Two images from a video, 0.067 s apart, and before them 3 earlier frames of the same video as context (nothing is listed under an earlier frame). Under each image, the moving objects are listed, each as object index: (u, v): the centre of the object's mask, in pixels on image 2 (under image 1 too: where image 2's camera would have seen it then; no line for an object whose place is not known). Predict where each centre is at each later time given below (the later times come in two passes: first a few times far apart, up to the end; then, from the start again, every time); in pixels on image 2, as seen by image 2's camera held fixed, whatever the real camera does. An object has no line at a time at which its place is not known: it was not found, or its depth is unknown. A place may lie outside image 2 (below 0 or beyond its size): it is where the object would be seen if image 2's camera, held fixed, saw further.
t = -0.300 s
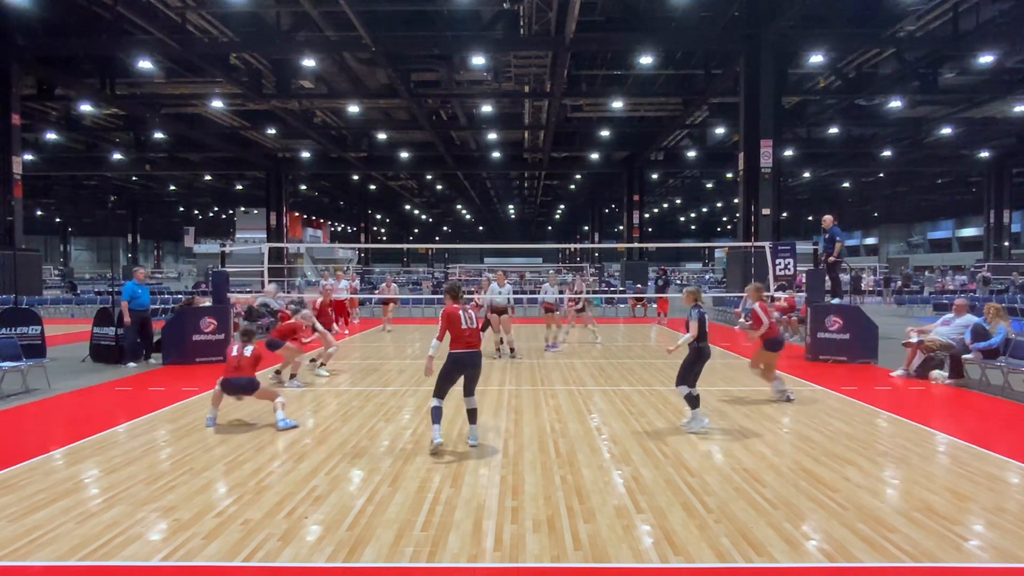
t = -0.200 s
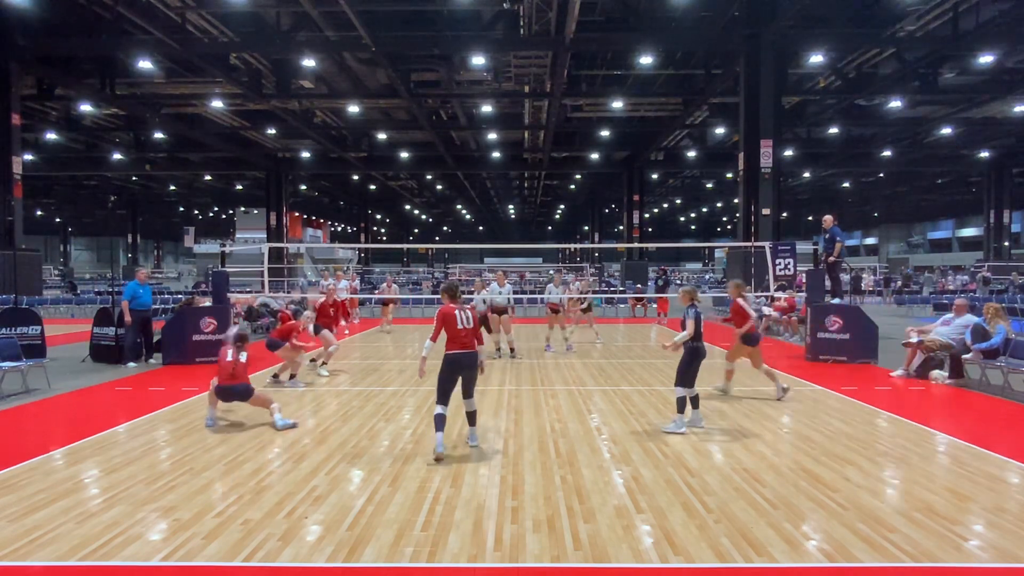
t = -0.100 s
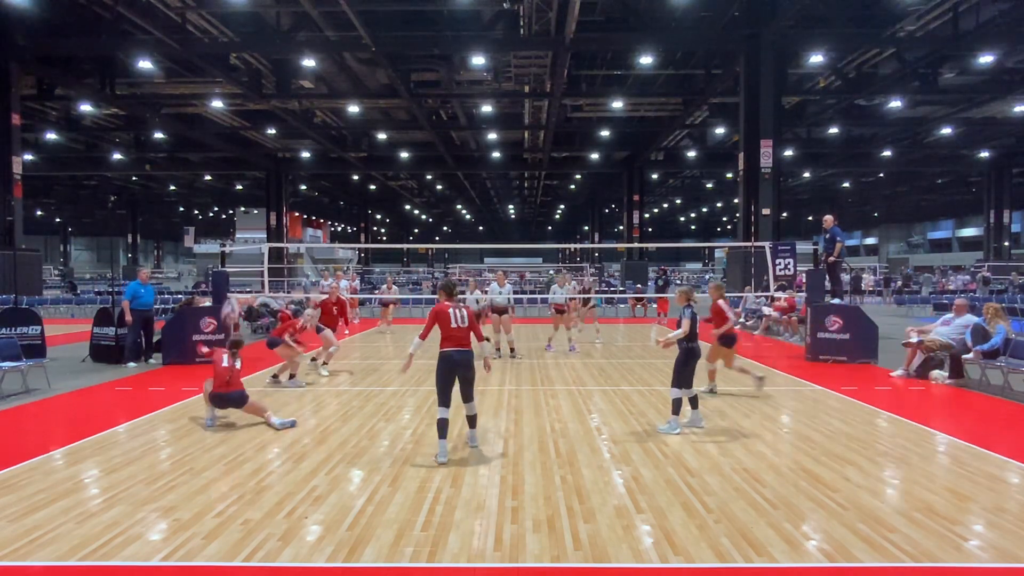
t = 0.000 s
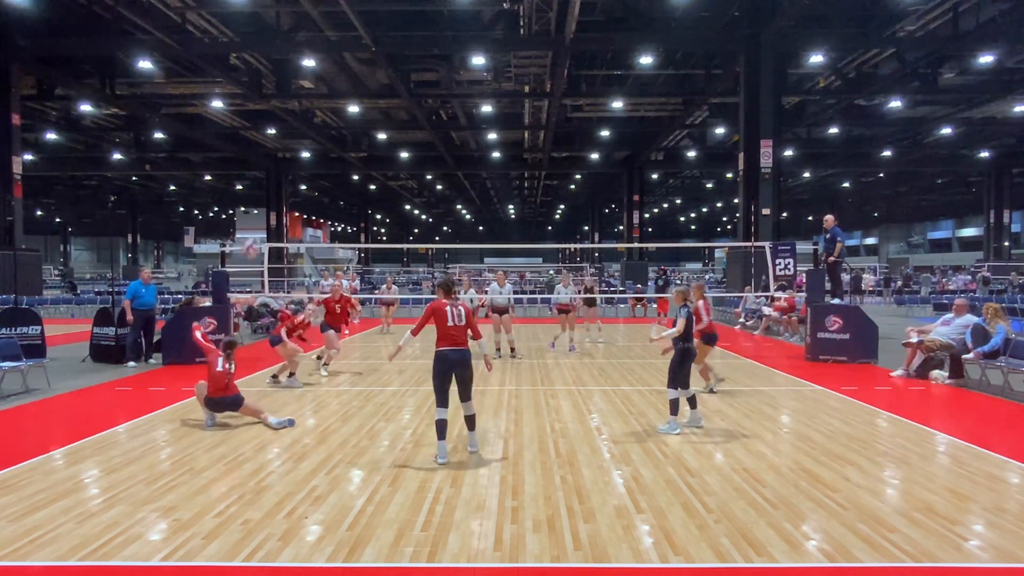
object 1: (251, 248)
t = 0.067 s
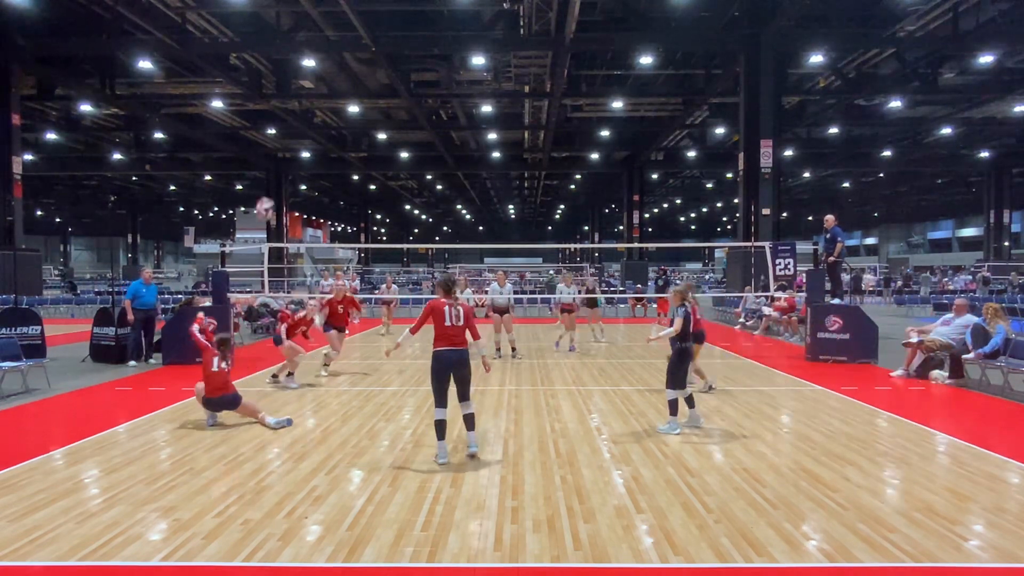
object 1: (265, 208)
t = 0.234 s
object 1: (297, 134)
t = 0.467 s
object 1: (341, 70)
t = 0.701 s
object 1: (382, 49)
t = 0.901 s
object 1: (416, 65)
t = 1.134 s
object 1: (452, 118)
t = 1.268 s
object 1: (473, 165)
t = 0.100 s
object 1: (271, 191)
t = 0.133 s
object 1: (278, 176)
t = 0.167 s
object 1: (284, 161)
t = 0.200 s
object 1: (291, 147)
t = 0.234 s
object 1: (297, 134)
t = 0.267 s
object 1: (303, 122)
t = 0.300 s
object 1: (309, 110)
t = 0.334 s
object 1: (316, 100)
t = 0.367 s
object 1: (322, 91)
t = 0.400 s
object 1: (328, 83)
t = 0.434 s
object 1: (334, 76)
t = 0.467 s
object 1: (341, 70)
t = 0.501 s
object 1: (346, 64)
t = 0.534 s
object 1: (352, 59)
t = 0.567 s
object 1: (359, 56)
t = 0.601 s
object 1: (364, 53)
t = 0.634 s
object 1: (370, 50)
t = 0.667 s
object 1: (376, 50)
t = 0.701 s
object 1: (382, 49)
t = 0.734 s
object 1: (388, 50)
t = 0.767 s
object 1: (393, 51)
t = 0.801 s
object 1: (399, 53)
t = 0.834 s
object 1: (405, 57)
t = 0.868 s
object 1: (410, 60)
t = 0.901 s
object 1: (416, 65)
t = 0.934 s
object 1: (420, 70)
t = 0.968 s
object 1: (427, 76)
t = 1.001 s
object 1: (432, 83)
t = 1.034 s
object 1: (437, 91)
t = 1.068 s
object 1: (442, 100)
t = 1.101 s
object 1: (448, 109)
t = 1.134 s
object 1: (452, 118)
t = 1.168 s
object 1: (458, 129)
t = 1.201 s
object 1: (463, 140)
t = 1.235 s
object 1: (468, 152)
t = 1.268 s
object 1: (473, 165)
